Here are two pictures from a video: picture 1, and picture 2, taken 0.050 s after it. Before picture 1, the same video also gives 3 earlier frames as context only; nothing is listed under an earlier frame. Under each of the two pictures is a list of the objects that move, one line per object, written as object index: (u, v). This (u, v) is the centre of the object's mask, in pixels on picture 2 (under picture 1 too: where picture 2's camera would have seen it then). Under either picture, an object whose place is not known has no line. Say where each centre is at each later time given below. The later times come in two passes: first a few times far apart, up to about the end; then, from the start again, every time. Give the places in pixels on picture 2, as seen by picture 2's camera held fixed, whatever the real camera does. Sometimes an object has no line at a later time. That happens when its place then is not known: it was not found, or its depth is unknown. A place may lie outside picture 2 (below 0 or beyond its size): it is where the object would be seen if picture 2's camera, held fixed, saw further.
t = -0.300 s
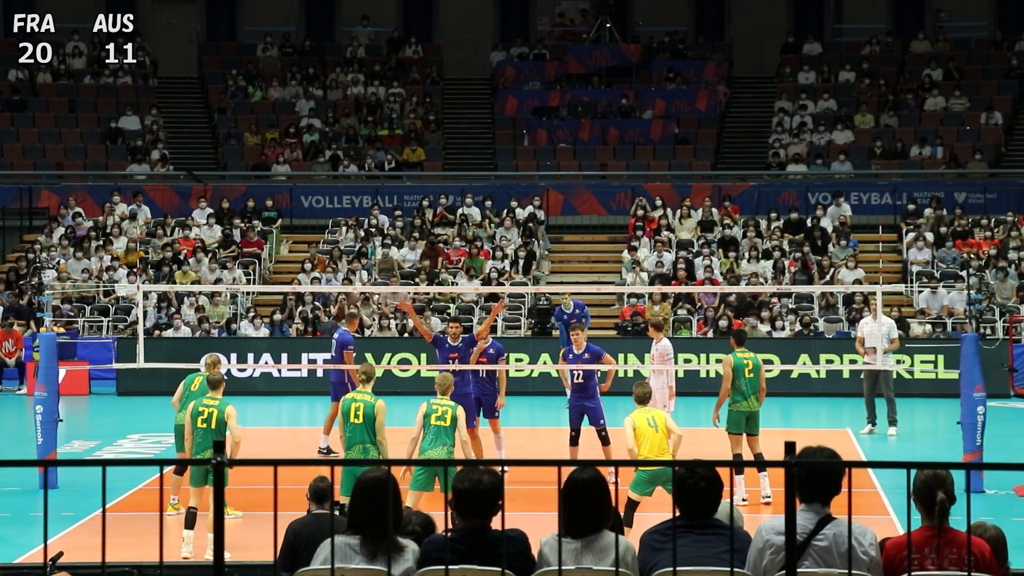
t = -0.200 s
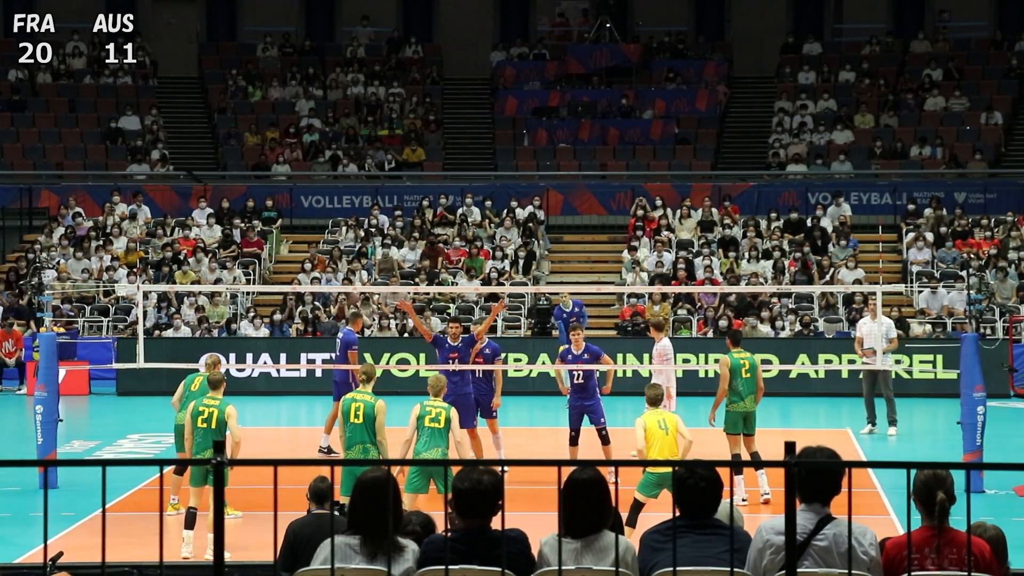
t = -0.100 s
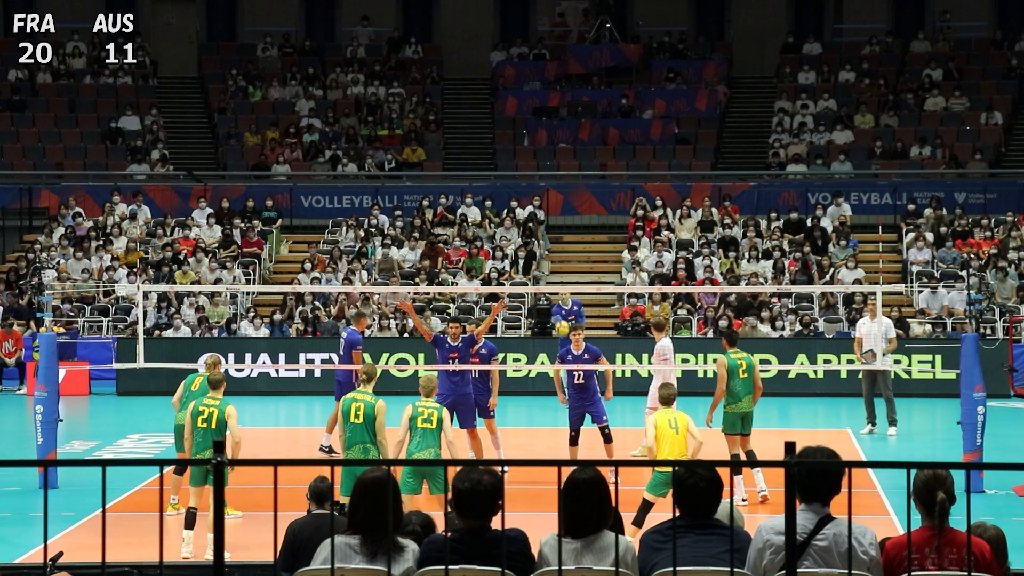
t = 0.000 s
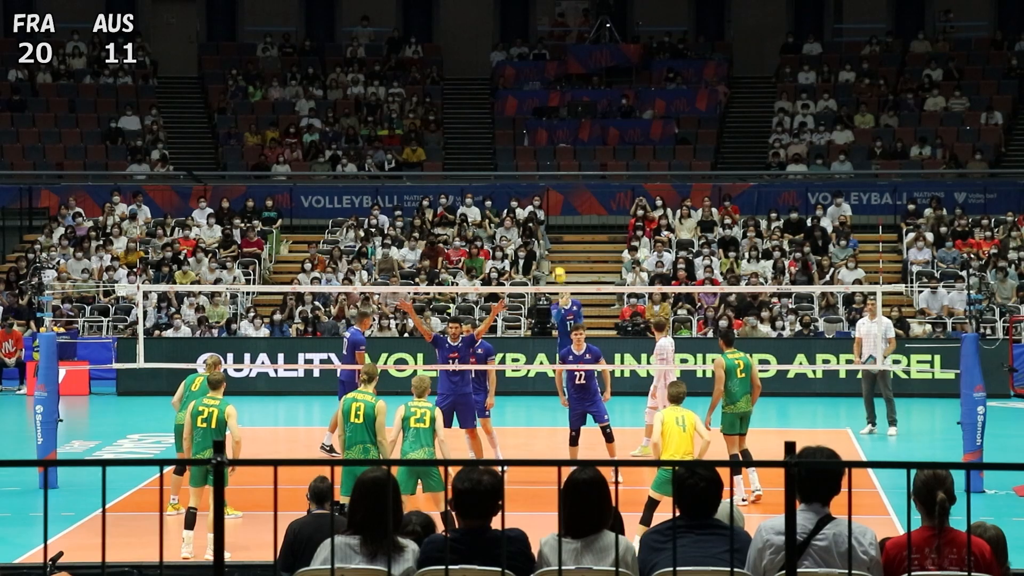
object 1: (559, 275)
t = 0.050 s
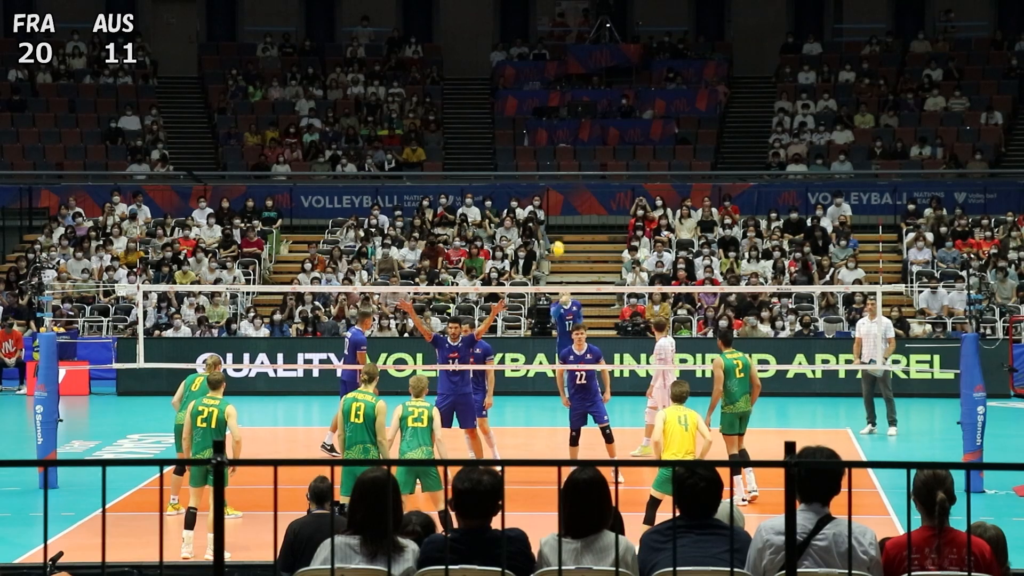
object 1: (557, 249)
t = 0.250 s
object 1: (551, 161)
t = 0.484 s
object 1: (545, 90)
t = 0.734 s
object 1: (538, 53)
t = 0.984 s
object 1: (531, 56)
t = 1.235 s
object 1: (523, 101)
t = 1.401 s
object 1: (518, 153)
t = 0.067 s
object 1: (557, 241)
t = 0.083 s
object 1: (556, 233)
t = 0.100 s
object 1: (556, 225)
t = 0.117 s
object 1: (555, 217)
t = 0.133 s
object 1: (555, 209)
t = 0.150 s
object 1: (555, 202)
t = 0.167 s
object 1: (554, 194)
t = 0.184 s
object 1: (553, 188)
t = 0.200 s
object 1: (553, 181)
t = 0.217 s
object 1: (552, 174)
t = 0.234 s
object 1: (552, 167)
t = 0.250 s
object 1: (551, 161)
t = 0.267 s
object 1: (551, 155)
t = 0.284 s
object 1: (551, 149)
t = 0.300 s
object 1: (550, 143)
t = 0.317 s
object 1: (550, 137)
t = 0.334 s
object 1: (549, 132)
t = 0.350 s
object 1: (549, 126)
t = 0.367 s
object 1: (548, 121)
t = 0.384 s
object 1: (548, 116)
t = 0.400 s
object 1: (548, 111)
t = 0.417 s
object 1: (547, 107)
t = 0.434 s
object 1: (546, 103)
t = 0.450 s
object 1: (546, 98)
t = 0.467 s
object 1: (546, 94)
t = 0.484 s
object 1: (545, 90)
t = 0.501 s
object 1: (545, 86)
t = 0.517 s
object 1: (544, 83)
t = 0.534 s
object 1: (544, 79)
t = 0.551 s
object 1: (544, 76)
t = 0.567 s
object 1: (543, 73)
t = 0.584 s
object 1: (542, 70)
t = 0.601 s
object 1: (542, 68)
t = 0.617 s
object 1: (542, 65)
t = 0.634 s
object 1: (541, 63)
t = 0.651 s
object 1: (541, 61)
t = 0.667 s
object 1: (540, 59)
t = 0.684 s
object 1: (540, 57)
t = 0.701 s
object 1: (539, 55)
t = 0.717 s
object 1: (538, 54)
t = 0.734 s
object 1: (538, 53)
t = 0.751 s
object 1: (537, 52)
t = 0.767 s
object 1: (537, 51)
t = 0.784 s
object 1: (537, 50)
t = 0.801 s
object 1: (536, 50)
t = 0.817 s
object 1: (536, 50)
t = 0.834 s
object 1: (535, 49)
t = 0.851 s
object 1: (534, 49)
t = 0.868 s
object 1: (534, 50)
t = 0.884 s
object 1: (534, 50)
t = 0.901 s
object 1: (533, 50)
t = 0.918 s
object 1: (533, 51)
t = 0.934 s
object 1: (532, 52)
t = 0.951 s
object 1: (532, 53)
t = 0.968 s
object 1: (531, 54)
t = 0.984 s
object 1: (531, 56)
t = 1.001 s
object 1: (530, 58)
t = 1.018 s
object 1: (530, 60)
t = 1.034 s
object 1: (529, 61)
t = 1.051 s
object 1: (529, 64)
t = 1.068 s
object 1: (528, 66)
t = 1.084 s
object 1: (528, 69)
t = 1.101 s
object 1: (527, 72)
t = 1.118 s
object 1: (527, 75)
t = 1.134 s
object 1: (526, 78)
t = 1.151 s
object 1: (526, 81)
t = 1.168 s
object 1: (525, 84)
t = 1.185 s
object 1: (525, 88)
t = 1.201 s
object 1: (524, 92)
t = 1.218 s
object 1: (524, 96)
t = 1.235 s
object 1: (523, 101)
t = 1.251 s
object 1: (523, 105)
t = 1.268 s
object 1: (522, 109)
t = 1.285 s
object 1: (522, 114)
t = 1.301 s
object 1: (521, 120)
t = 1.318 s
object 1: (521, 125)
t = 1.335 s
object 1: (520, 130)
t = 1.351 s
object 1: (520, 136)
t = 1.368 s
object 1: (520, 141)
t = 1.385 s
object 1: (519, 147)
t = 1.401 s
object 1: (518, 153)
